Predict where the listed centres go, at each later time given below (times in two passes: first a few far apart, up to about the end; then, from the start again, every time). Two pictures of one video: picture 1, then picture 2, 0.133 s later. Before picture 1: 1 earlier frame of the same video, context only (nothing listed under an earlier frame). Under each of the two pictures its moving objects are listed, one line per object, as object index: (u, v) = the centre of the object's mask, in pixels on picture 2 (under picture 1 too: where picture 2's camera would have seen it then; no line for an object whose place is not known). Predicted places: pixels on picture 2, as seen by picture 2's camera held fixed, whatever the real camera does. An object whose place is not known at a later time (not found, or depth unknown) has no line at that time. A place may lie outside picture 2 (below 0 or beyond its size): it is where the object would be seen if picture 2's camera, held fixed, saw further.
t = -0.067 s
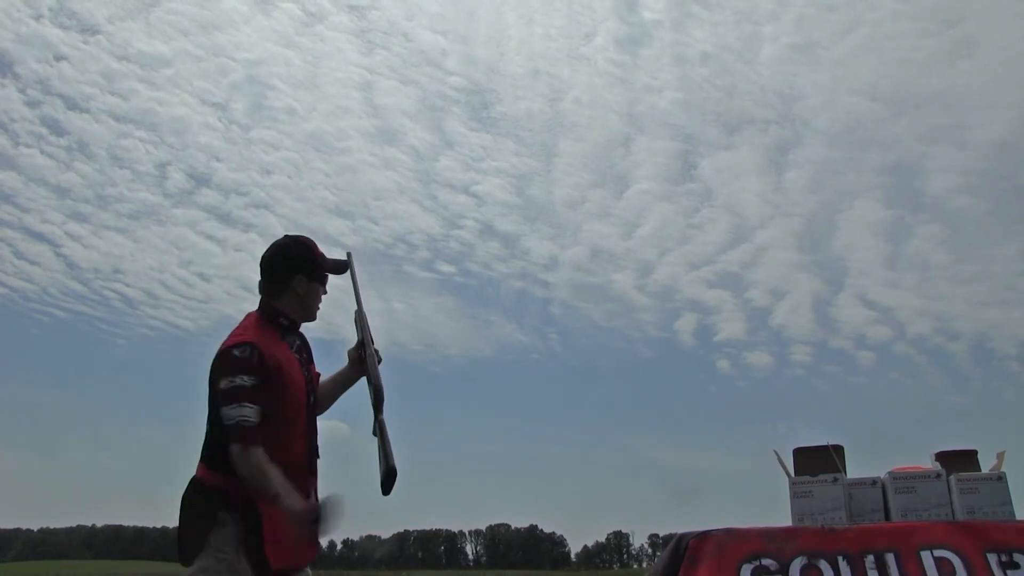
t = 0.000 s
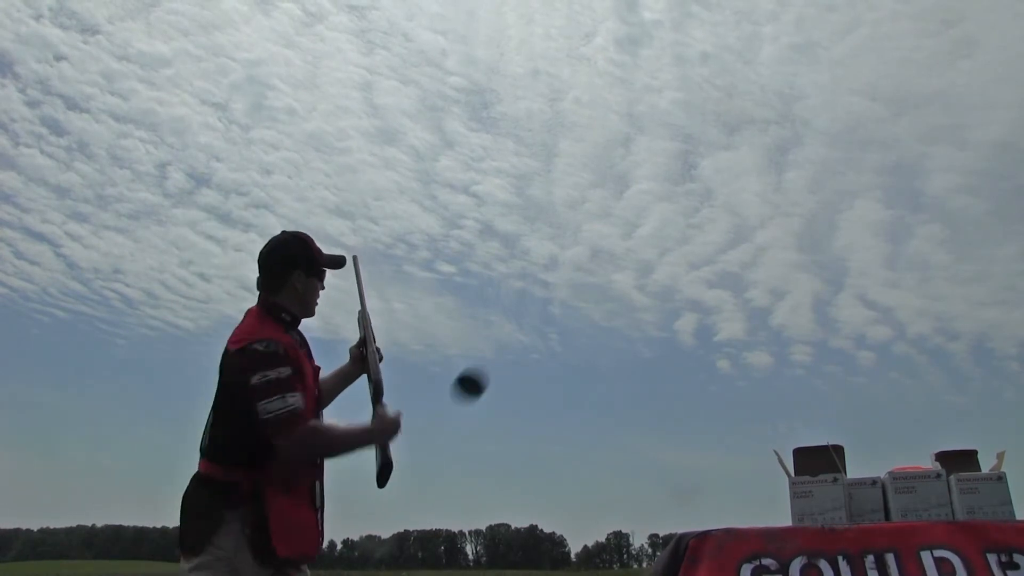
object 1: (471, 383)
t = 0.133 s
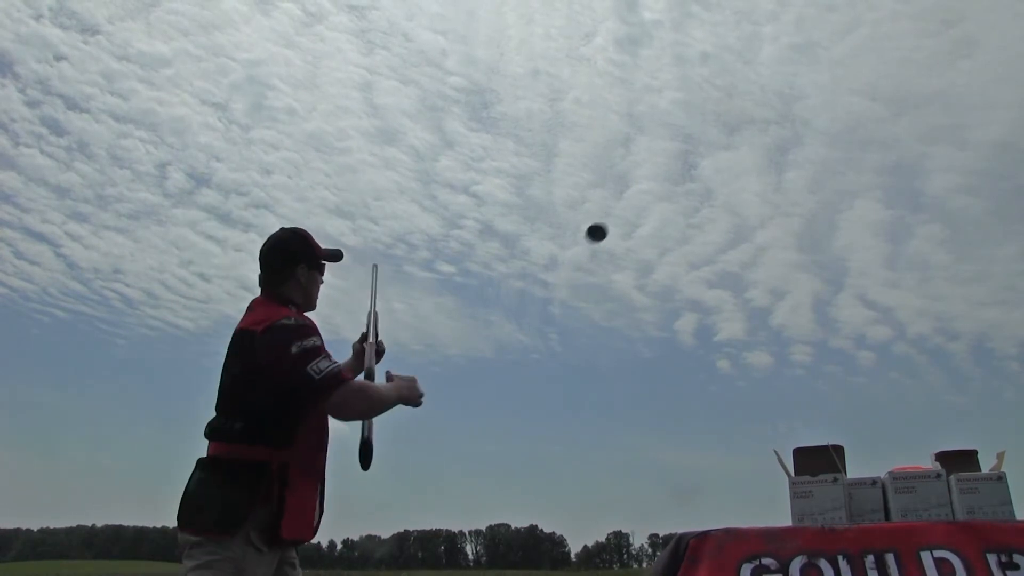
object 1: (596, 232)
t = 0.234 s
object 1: (646, 183)
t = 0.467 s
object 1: (709, 150)
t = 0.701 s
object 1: (743, 166)
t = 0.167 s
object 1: (615, 212)
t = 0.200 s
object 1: (631, 196)
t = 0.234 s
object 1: (646, 183)
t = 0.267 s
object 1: (658, 173)
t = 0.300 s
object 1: (669, 166)
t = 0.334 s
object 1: (679, 160)
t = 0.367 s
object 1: (687, 155)
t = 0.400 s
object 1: (695, 152)
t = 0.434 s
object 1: (702, 150)
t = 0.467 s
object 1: (709, 150)
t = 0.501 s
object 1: (715, 150)
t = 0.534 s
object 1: (720, 150)
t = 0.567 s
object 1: (726, 152)
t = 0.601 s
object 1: (731, 154)
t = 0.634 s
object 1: (735, 158)
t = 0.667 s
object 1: (739, 162)
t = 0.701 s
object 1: (743, 166)
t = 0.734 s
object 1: (748, 171)
